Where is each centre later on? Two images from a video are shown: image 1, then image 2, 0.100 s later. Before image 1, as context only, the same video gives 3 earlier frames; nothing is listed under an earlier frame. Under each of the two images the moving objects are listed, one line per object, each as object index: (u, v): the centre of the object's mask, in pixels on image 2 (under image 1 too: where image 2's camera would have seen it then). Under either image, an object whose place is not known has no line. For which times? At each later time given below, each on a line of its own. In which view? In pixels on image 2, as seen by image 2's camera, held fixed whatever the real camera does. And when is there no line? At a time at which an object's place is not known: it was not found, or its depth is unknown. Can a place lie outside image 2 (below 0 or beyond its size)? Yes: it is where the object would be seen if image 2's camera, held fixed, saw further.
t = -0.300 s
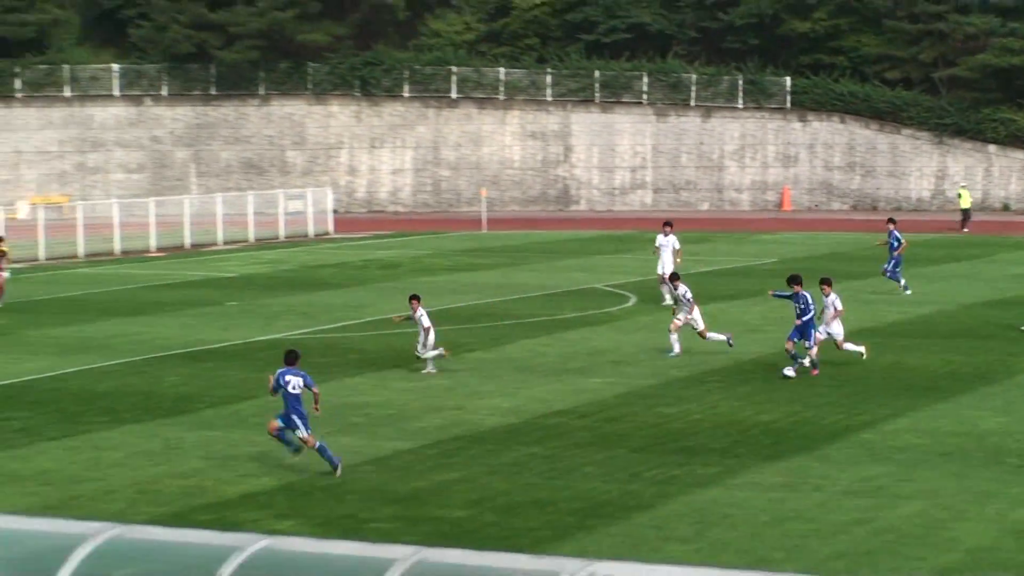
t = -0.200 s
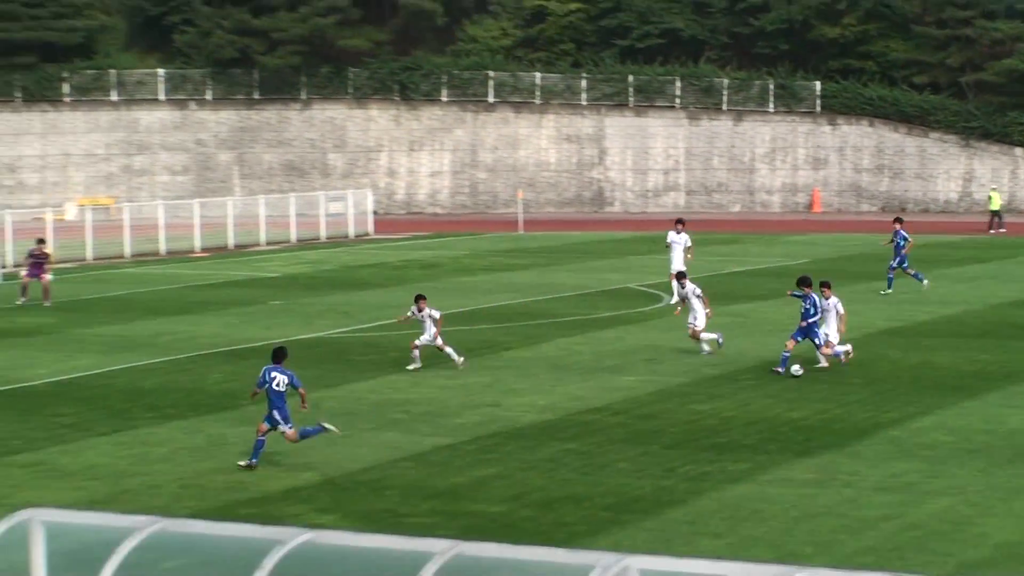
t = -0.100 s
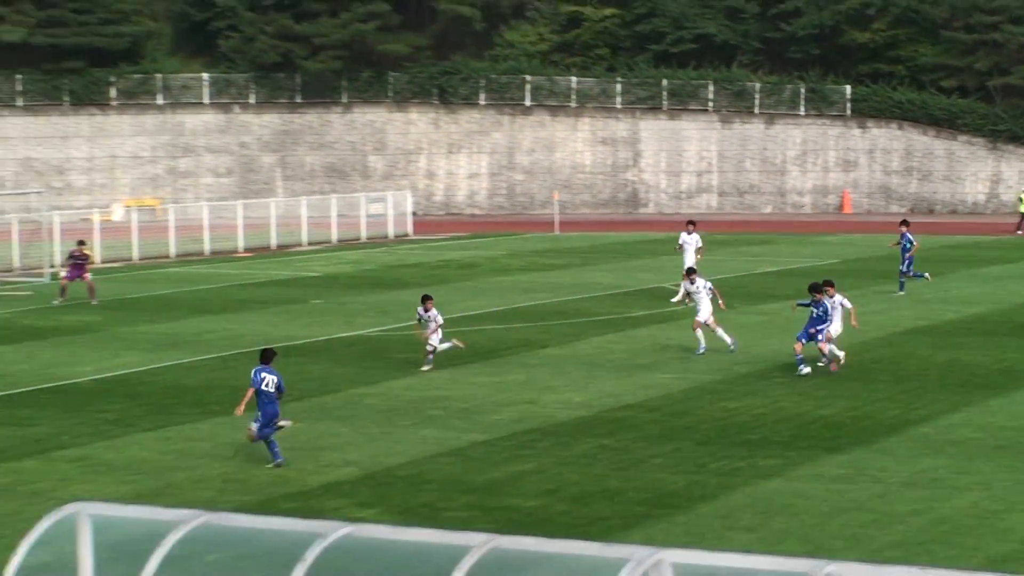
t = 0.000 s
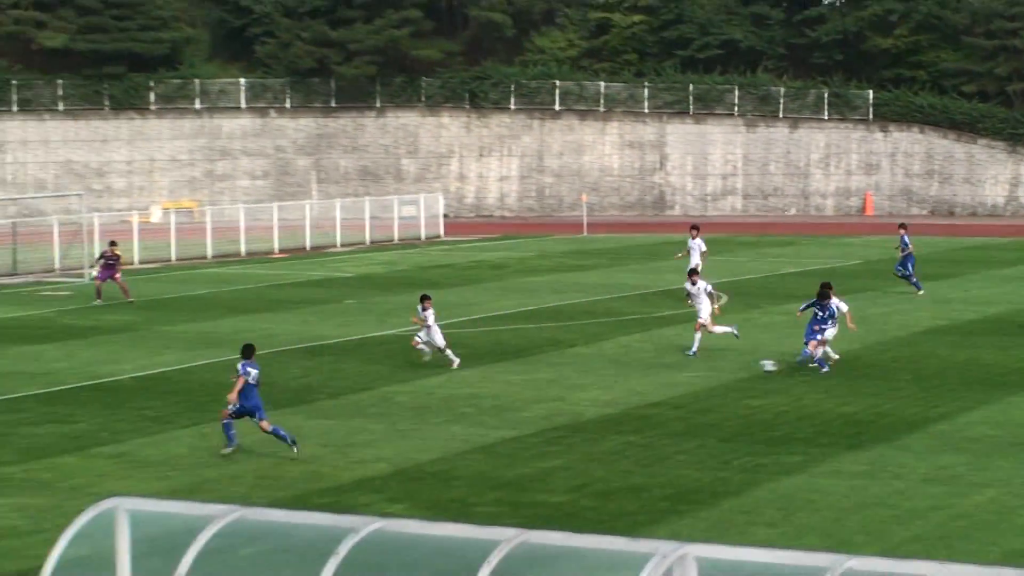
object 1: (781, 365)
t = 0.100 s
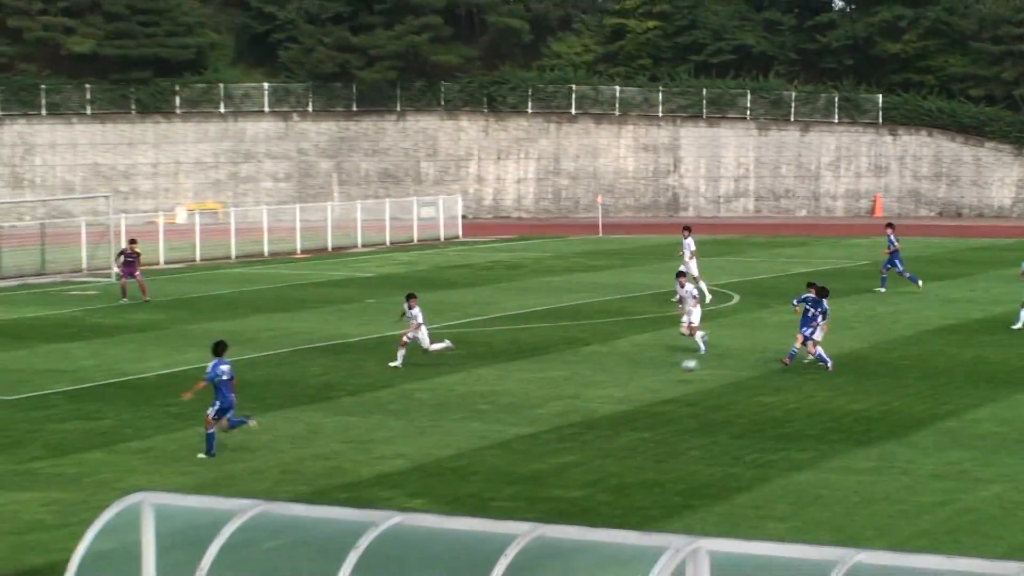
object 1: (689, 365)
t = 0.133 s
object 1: (659, 367)
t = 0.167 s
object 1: (628, 369)
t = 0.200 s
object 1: (598, 372)
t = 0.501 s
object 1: (334, 400)
